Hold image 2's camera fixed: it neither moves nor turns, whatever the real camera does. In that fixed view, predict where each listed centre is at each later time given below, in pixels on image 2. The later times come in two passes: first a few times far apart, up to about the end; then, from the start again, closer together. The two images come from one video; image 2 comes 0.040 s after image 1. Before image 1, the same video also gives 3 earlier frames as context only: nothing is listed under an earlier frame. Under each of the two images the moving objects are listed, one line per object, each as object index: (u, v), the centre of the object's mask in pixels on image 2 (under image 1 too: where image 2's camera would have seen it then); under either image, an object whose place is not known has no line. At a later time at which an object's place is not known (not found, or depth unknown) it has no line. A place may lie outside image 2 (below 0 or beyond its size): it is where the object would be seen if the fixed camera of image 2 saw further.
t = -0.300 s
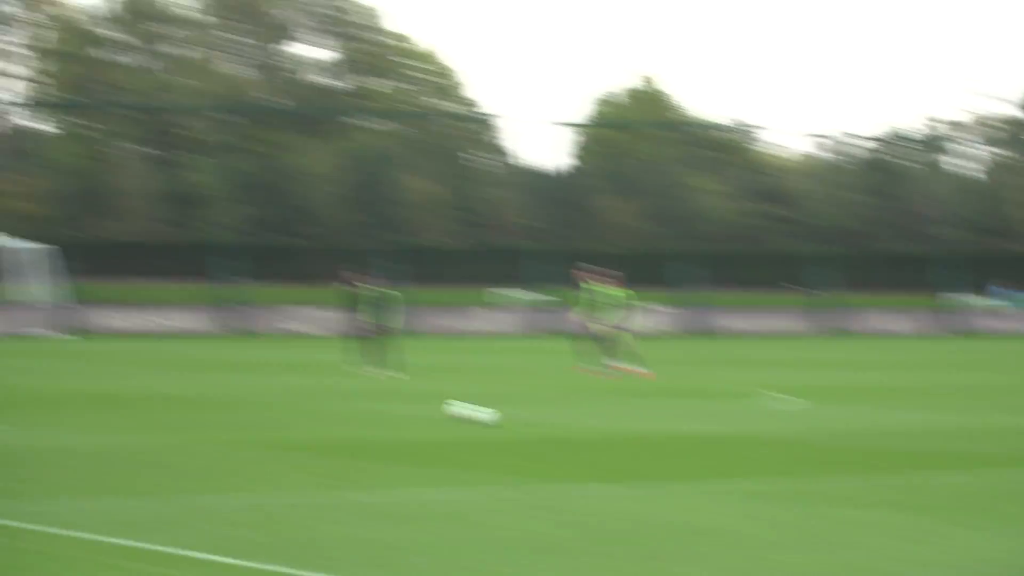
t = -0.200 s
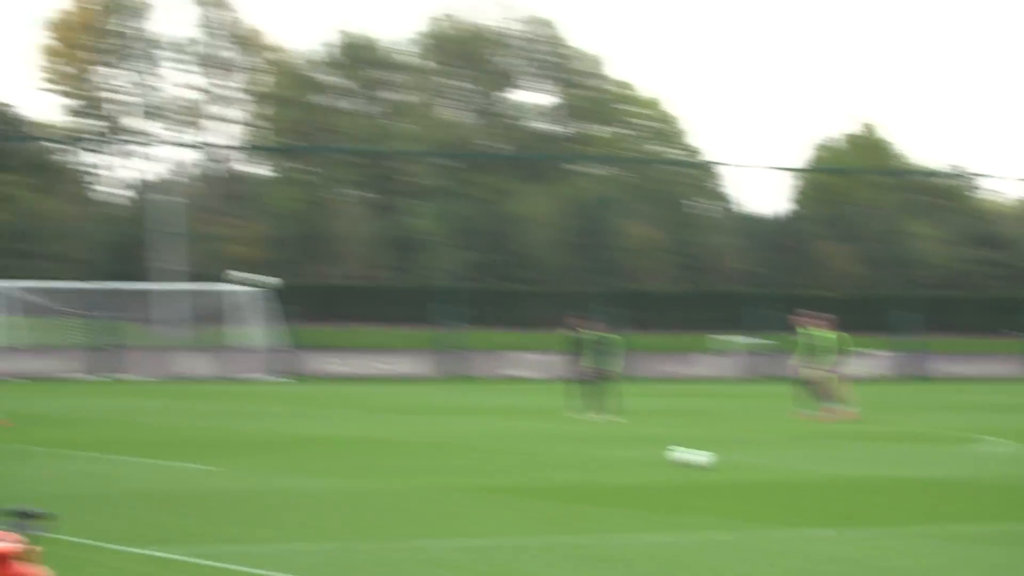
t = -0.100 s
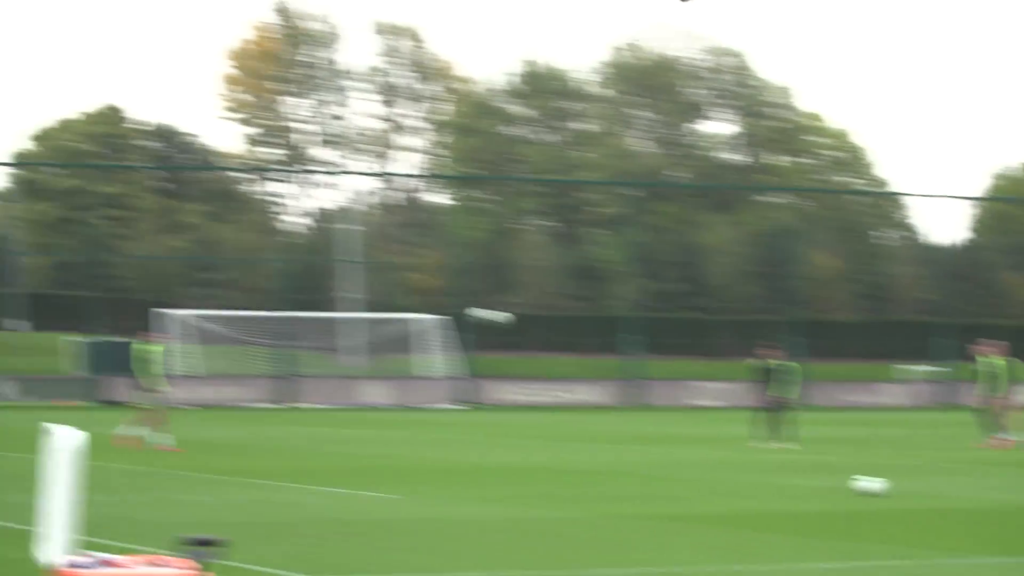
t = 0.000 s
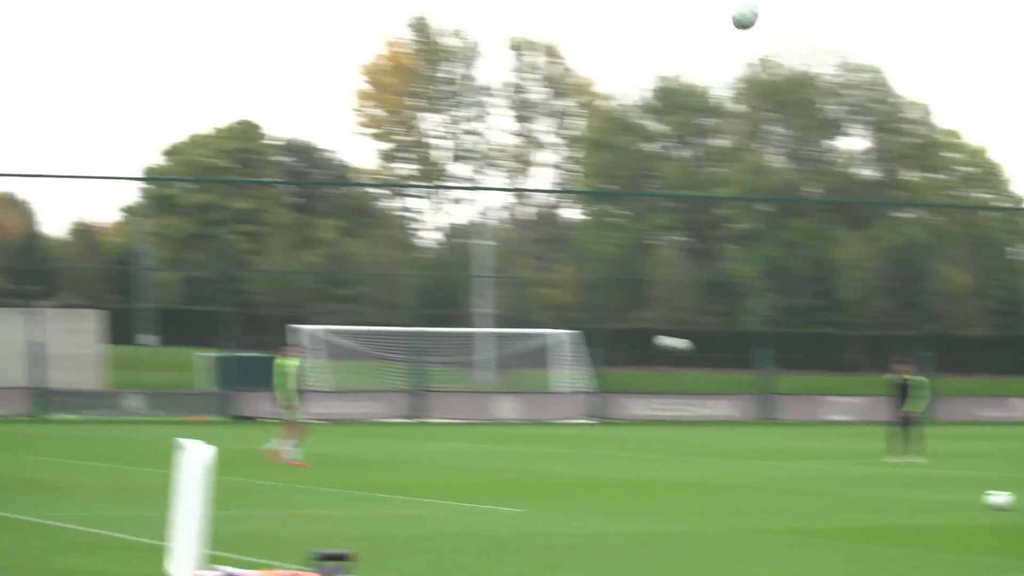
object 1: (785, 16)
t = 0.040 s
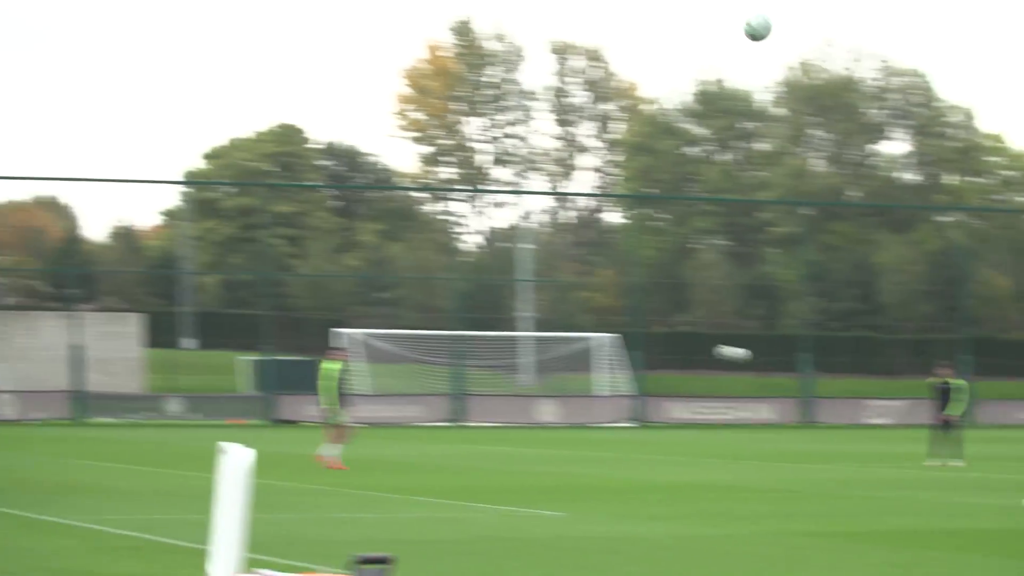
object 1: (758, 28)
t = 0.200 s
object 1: (647, 79)
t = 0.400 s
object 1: (525, 155)
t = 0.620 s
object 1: (403, 264)
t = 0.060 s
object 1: (744, 35)
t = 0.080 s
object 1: (728, 41)
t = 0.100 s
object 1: (715, 47)
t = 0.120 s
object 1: (702, 53)
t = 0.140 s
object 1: (687, 59)
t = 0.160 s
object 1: (674, 66)
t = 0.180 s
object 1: (660, 72)
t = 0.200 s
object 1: (647, 79)
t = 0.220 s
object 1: (634, 85)
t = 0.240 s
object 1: (621, 92)
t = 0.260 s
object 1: (609, 98)
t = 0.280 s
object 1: (596, 105)
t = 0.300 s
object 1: (584, 112)
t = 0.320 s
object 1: (571, 121)
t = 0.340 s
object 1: (560, 131)
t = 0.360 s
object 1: (548, 139)
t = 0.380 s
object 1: (536, 147)
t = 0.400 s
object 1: (525, 155)
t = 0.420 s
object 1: (514, 164)
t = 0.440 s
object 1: (500, 172)
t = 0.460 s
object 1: (490, 182)
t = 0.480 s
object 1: (479, 192)
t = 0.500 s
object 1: (468, 202)
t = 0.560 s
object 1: (435, 232)
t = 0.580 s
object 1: (425, 243)
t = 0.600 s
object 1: (414, 253)
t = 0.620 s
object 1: (403, 264)
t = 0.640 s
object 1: (393, 276)
